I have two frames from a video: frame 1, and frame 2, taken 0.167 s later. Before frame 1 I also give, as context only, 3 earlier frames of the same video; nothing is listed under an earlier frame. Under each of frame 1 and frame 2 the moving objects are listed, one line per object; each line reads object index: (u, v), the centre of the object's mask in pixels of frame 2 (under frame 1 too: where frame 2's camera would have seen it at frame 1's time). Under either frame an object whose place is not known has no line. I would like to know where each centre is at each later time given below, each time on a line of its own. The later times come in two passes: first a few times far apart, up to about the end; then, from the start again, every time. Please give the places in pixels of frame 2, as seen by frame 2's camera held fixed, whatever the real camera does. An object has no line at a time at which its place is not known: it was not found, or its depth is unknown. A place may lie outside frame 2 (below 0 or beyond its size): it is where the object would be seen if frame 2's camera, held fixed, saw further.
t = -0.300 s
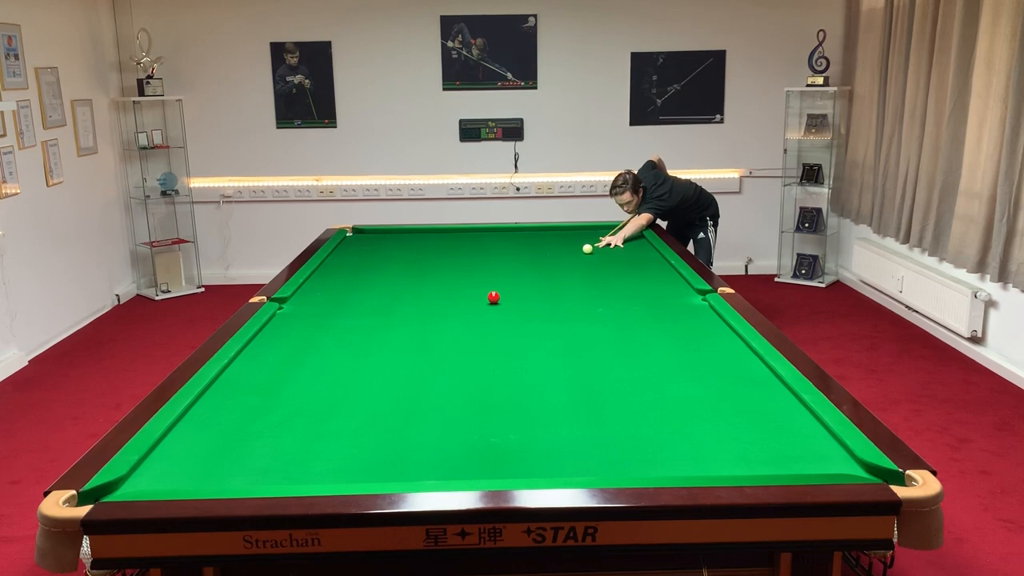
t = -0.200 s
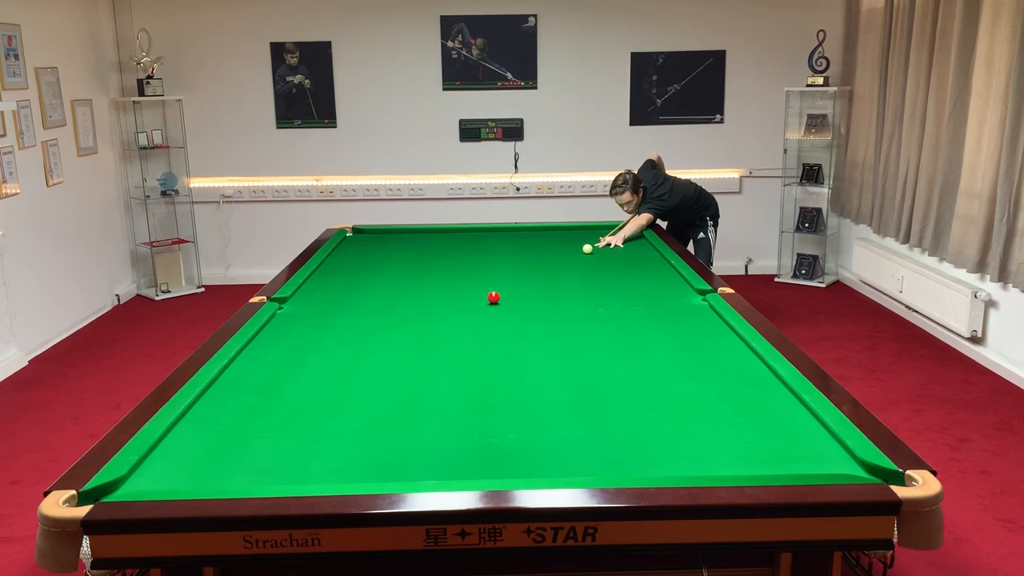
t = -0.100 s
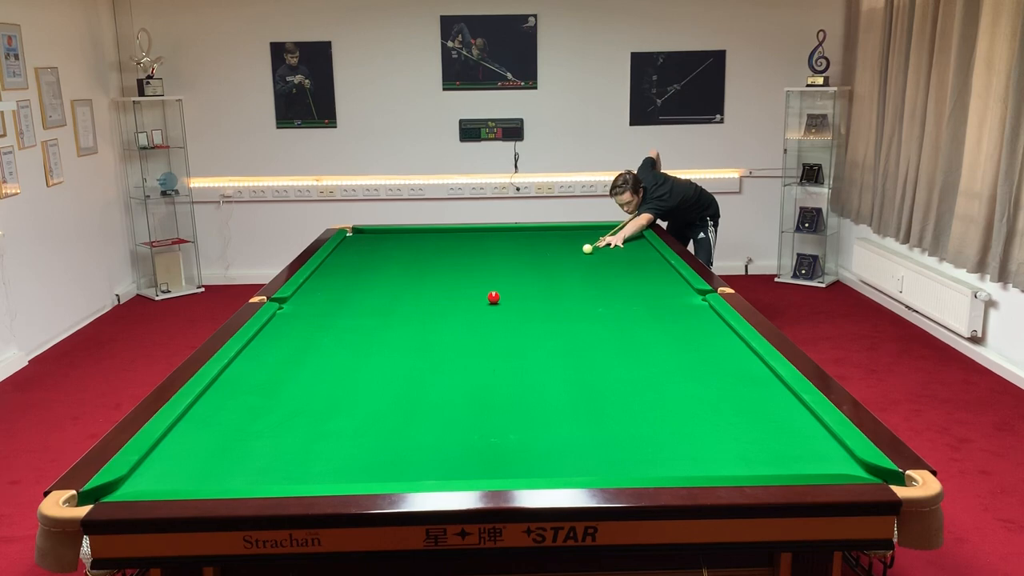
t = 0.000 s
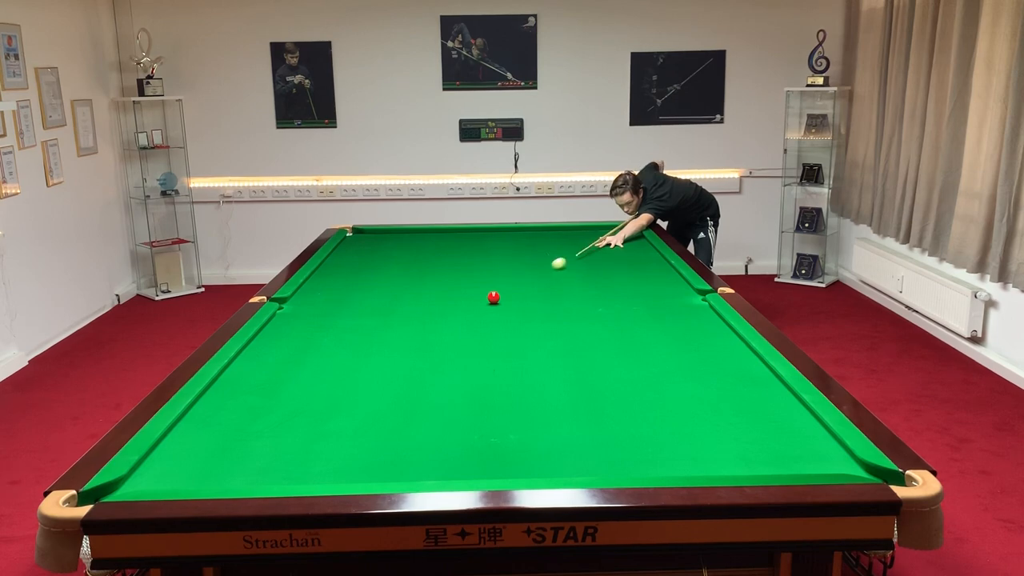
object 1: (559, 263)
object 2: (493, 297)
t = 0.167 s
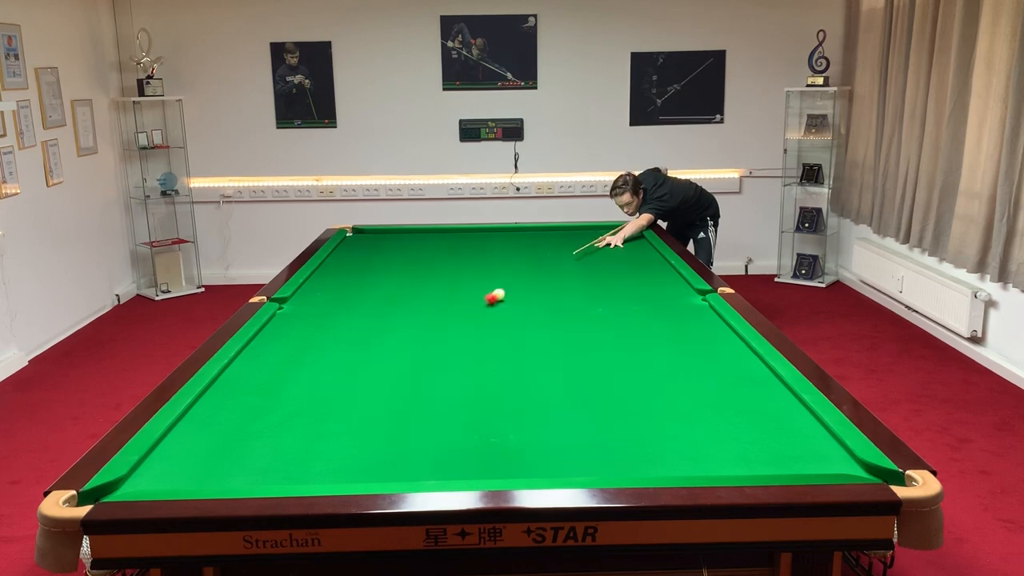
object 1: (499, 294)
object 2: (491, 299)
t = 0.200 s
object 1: (497, 295)
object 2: (478, 305)
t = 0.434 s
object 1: (494, 295)
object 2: (363, 368)
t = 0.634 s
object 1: (492, 296)
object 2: (221, 445)
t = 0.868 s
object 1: (490, 296)
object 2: (143, 475)
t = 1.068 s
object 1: (490, 296)
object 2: (214, 449)
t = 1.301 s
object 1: (490, 296)
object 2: (265, 427)
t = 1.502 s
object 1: (489, 296)
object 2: (303, 411)
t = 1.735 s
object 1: (490, 296)
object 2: (342, 395)
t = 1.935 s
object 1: (490, 296)
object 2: (371, 382)
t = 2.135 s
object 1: (490, 296)
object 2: (398, 370)
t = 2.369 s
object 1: (490, 296)
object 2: (426, 359)
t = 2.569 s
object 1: (490, 296)
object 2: (448, 350)
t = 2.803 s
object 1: (490, 296)
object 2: (471, 340)
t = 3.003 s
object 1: (490, 296)
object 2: (488, 333)
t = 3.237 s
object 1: (490, 296)
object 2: (507, 325)
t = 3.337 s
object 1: (490, 296)
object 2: (514, 322)
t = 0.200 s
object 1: (497, 295)
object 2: (478, 305)
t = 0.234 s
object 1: (496, 295)
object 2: (464, 313)
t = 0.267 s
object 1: (496, 295)
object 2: (449, 321)
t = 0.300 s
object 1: (495, 295)
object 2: (434, 329)
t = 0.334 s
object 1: (495, 295)
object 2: (417, 338)
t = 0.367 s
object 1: (494, 295)
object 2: (400, 347)
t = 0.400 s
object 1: (494, 295)
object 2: (382, 357)
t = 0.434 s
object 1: (494, 295)
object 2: (363, 368)
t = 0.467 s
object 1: (493, 295)
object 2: (342, 379)
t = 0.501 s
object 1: (493, 295)
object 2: (321, 391)
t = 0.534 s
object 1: (493, 295)
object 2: (298, 403)
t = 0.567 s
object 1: (492, 296)
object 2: (274, 416)
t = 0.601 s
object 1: (492, 296)
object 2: (249, 430)
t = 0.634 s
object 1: (492, 296)
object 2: (221, 445)
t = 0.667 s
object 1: (491, 296)
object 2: (193, 460)
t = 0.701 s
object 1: (491, 296)
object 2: (164, 476)
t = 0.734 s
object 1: (491, 296)
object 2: (131, 486)
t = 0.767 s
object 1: (491, 296)
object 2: (116, 487)
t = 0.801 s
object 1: (491, 296)
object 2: (126, 485)
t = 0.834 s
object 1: (490, 296)
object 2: (129, 480)
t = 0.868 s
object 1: (490, 296)
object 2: (143, 475)
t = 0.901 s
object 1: (490, 296)
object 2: (158, 470)
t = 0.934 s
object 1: (490, 296)
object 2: (171, 465)
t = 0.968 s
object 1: (490, 296)
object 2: (183, 460)
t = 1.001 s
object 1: (490, 296)
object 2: (195, 456)
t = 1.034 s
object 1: (490, 296)
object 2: (205, 452)
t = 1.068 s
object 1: (490, 296)
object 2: (214, 449)
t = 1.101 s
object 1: (490, 296)
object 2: (223, 445)
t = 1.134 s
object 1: (490, 296)
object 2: (231, 442)
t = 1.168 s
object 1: (490, 296)
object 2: (238, 439)
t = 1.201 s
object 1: (490, 296)
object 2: (245, 436)
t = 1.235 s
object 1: (490, 296)
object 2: (252, 433)
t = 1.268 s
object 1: (490, 296)
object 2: (258, 430)
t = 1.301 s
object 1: (490, 296)
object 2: (265, 427)
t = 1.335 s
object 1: (490, 296)
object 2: (272, 424)
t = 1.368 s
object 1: (490, 296)
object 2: (278, 421)
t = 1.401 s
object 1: (489, 296)
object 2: (284, 419)
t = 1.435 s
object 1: (489, 296)
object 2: (291, 416)
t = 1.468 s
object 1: (489, 296)
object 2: (297, 414)
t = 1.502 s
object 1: (489, 296)
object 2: (303, 411)
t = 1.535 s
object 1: (489, 296)
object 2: (308, 409)
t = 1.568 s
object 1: (490, 296)
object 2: (314, 406)
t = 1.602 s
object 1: (490, 296)
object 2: (320, 404)
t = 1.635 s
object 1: (489, 296)
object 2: (325, 401)
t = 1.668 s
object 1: (489, 296)
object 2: (331, 399)
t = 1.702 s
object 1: (490, 296)
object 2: (336, 397)
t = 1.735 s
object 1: (490, 296)
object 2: (342, 395)
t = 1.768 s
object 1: (490, 296)
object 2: (347, 392)
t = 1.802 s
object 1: (490, 296)
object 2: (352, 390)
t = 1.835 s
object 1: (490, 296)
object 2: (357, 388)
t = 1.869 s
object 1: (490, 296)
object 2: (362, 386)
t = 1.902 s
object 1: (490, 296)
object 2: (367, 384)
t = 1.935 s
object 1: (490, 296)
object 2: (371, 382)
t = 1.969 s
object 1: (490, 296)
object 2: (376, 380)
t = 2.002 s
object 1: (490, 296)
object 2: (381, 378)
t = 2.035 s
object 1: (490, 296)
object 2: (385, 376)
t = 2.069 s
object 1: (490, 296)
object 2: (389, 374)
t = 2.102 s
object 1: (490, 296)
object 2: (394, 372)
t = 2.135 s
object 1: (490, 296)
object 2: (398, 370)
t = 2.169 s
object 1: (490, 296)
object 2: (403, 369)
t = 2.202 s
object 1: (490, 296)
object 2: (407, 367)
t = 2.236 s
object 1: (490, 296)
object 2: (411, 365)
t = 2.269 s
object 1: (490, 296)
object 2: (415, 364)
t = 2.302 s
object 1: (489, 296)
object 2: (418, 362)
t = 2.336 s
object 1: (490, 296)
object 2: (422, 360)
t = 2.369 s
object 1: (490, 296)
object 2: (426, 359)
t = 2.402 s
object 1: (490, 296)
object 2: (430, 357)
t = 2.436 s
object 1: (490, 296)
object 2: (434, 356)
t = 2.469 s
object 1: (490, 296)
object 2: (437, 354)
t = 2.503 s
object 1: (490, 296)
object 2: (441, 353)
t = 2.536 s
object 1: (490, 296)
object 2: (445, 351)
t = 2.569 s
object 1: (490, 296)
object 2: (448, 350)
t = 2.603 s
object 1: (490, 296)
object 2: (451, 348)
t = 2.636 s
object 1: (490, 296)
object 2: (455, 347)
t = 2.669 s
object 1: (490, 296)
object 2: (458, 345)
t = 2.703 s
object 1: (490, 296)
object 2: (461, 344)
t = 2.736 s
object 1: (490, 296)
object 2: (464, 343)
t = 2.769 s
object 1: (490, 296)
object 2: (468, 342)
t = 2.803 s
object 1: (490, 296)
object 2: (471, 340)
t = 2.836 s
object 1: (490, 296)
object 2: (474, 339)
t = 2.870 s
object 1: (490, 296)
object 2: (477, 338)
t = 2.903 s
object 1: (490, 296)
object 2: (480, 337)
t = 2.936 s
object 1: (490, 296)
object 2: (483, 335)
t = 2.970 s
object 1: (490, 296)
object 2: (485, 334)
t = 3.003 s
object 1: (490, 296)
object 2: (488, 333)
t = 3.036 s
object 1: (490, 296)
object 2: (491, 332)
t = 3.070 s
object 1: (490, 296)
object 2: (494, 331)
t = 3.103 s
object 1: (490, 296)
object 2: (496, 329)
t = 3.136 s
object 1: (490, 296)
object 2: (499, 328)
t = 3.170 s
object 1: (490, 296)
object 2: (502, 327)
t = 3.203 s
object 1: (490, 296)
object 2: (504, 326)
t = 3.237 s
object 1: (490, 296)
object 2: (507, 325)
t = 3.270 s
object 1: (490, 296)
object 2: (510, 324)
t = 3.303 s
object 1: (490, 296)
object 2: (512, 323)
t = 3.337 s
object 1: (490, 296)
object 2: (514, 322)
